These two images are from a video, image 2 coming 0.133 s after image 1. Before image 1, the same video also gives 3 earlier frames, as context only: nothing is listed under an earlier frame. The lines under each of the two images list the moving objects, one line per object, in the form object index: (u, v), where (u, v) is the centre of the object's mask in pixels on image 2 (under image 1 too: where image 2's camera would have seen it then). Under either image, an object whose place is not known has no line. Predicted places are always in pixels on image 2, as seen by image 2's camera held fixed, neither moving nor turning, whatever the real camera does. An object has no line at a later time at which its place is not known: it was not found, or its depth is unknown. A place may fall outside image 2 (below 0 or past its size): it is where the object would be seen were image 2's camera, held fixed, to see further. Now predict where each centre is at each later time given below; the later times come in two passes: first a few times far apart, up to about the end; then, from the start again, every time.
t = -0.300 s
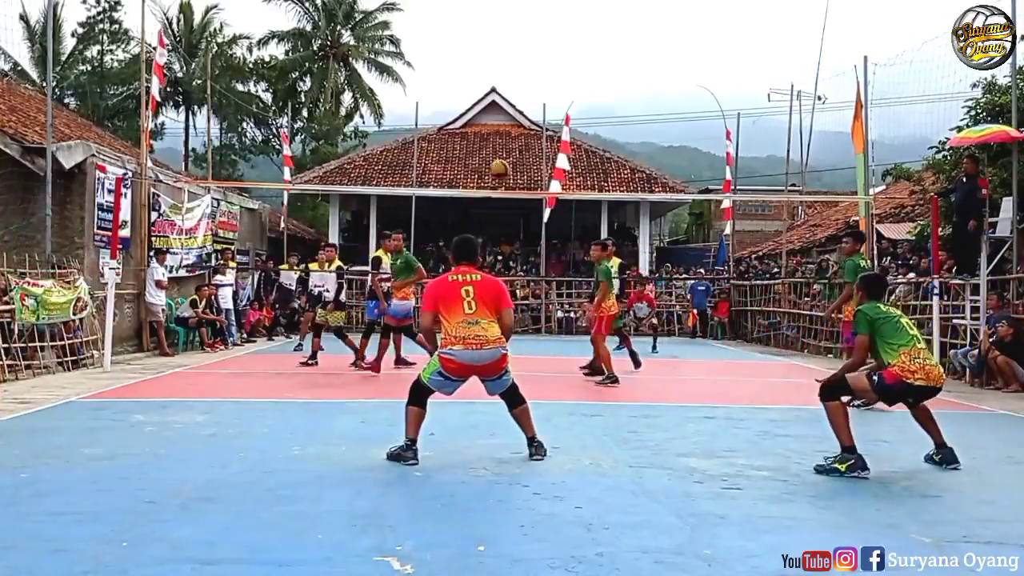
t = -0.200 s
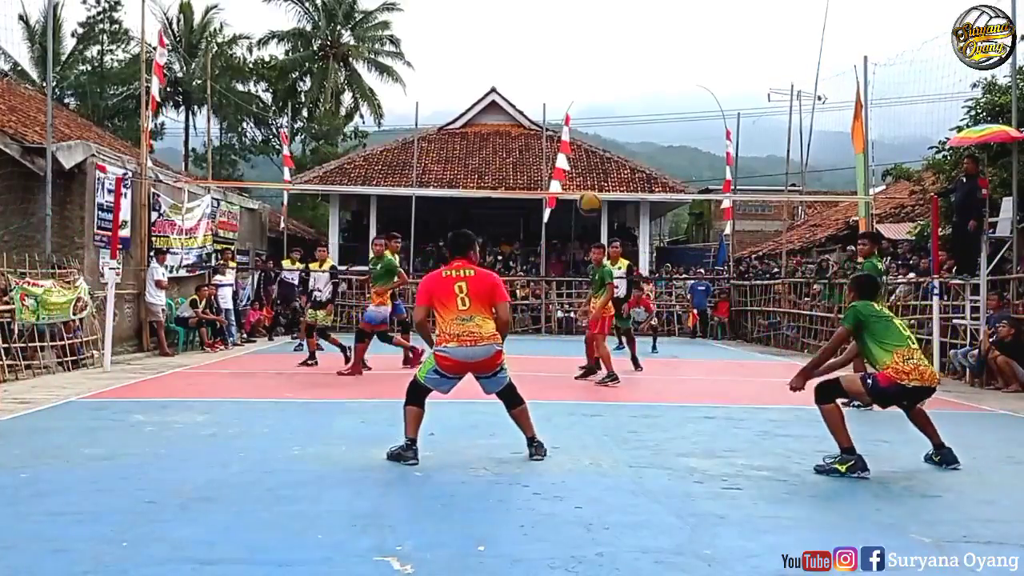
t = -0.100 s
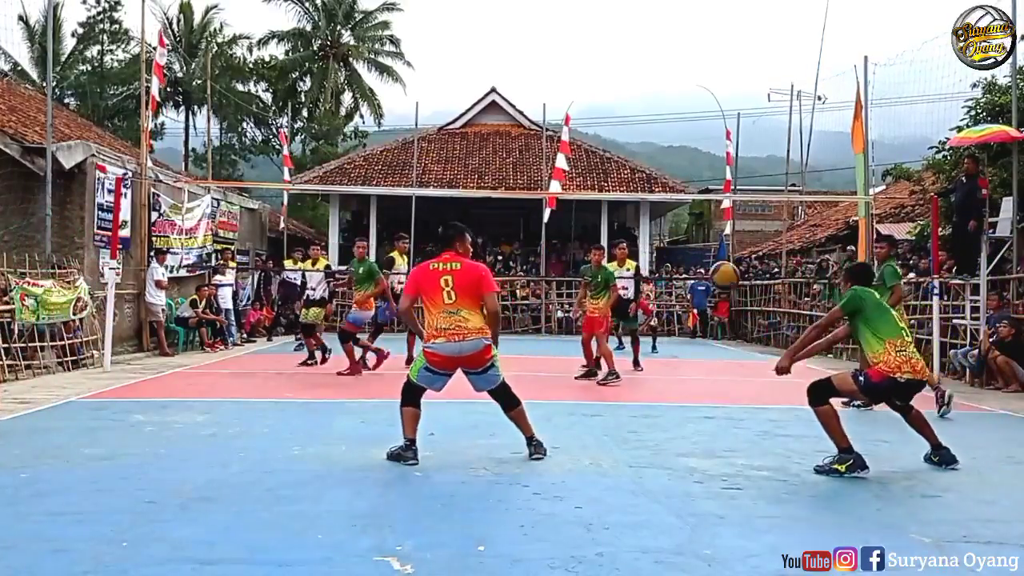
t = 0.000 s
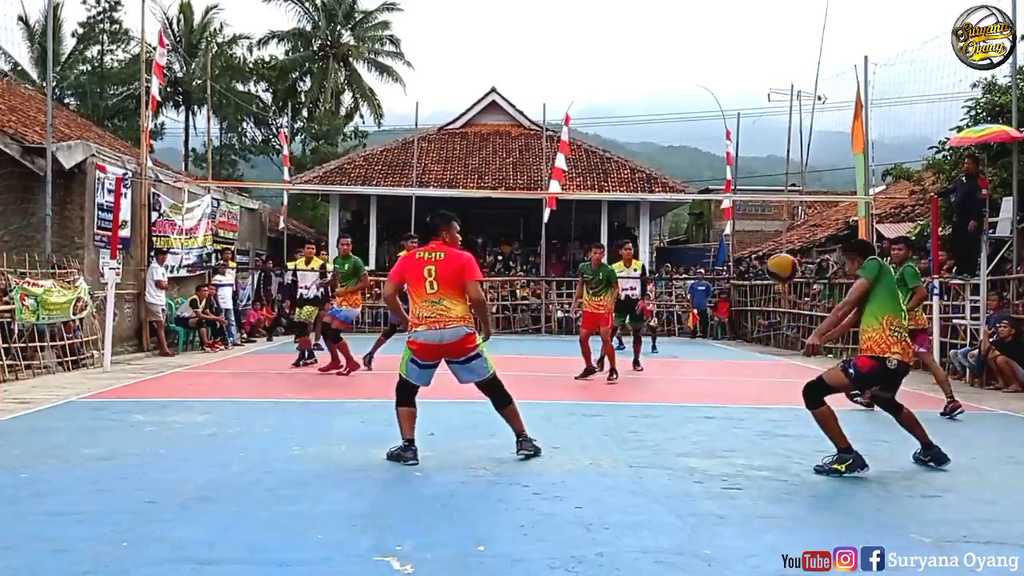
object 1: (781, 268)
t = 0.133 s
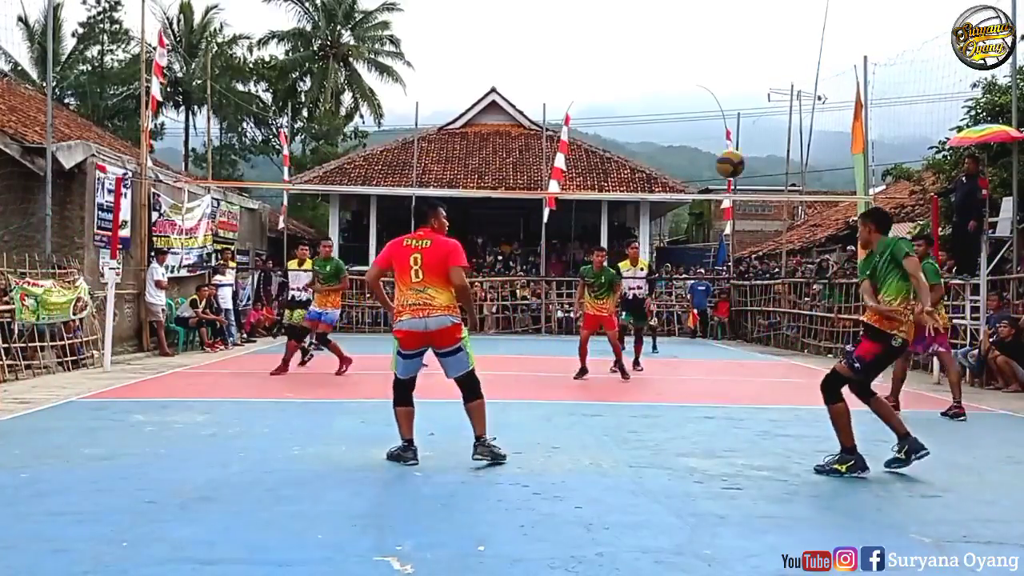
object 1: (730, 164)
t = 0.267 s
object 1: (686, 99)
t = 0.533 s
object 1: (618, 49)
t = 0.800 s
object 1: (566, 76)
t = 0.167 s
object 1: (718, 144)
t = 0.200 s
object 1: (707, 127)
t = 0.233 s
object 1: (696, 112)
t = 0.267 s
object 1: (686, 99)
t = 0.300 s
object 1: (676, 87)
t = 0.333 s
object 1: (667, 77)
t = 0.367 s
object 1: (658, 68)
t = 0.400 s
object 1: (649, 62)
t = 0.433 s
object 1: (641, 56)
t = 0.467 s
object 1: (633, 53)
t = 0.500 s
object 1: (626, 50)
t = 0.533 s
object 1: (618, 49)
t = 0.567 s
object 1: (611, 49)
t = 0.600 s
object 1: (604, 50)
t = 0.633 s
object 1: (597, 52)
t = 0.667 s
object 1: (590, 55)
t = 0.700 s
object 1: (584, 59)
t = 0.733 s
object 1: (578, 64)
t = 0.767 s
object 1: (572, 69)
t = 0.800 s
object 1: (566, 76)
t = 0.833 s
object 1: (561, 83)
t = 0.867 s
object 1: (556, 91)
